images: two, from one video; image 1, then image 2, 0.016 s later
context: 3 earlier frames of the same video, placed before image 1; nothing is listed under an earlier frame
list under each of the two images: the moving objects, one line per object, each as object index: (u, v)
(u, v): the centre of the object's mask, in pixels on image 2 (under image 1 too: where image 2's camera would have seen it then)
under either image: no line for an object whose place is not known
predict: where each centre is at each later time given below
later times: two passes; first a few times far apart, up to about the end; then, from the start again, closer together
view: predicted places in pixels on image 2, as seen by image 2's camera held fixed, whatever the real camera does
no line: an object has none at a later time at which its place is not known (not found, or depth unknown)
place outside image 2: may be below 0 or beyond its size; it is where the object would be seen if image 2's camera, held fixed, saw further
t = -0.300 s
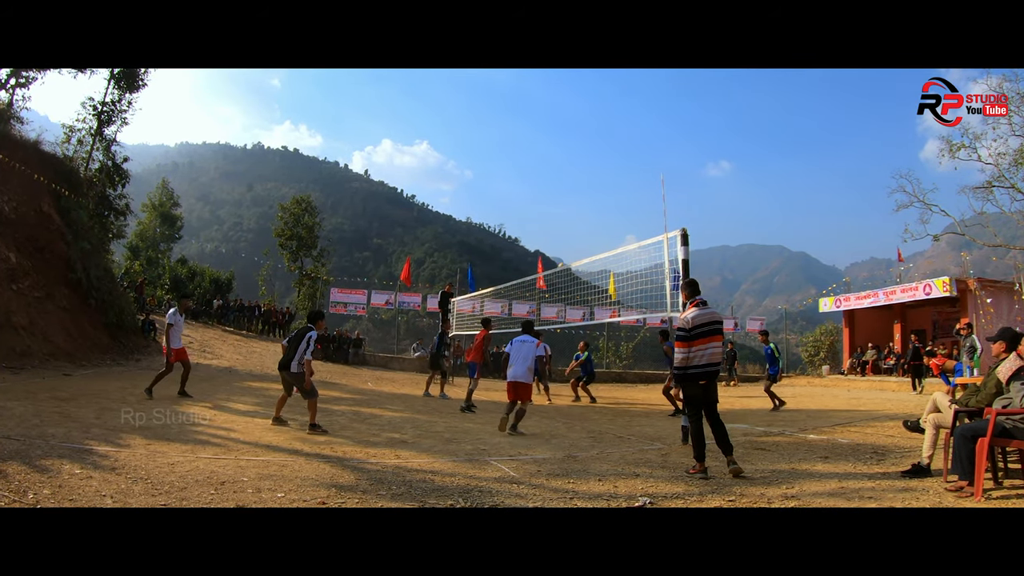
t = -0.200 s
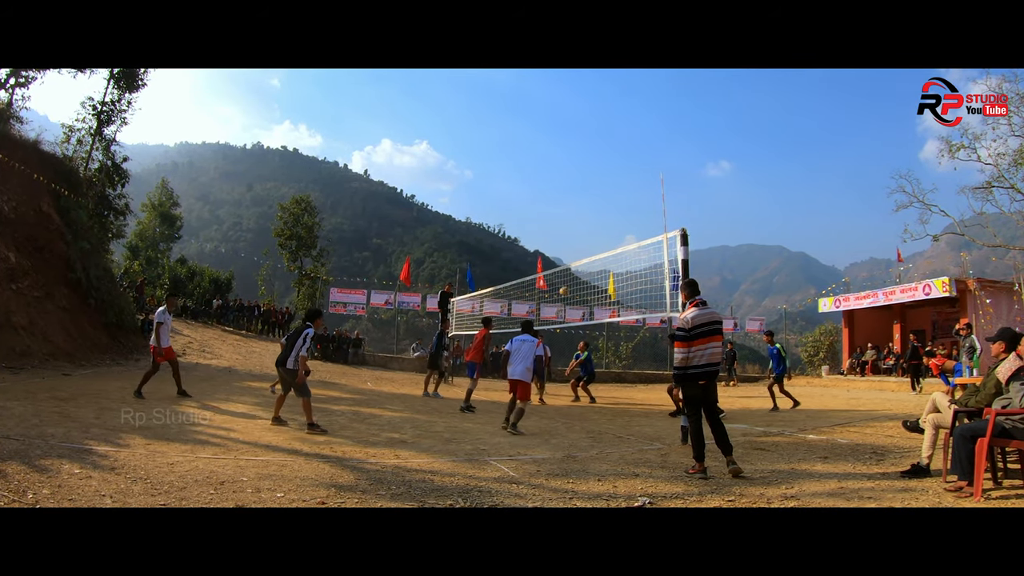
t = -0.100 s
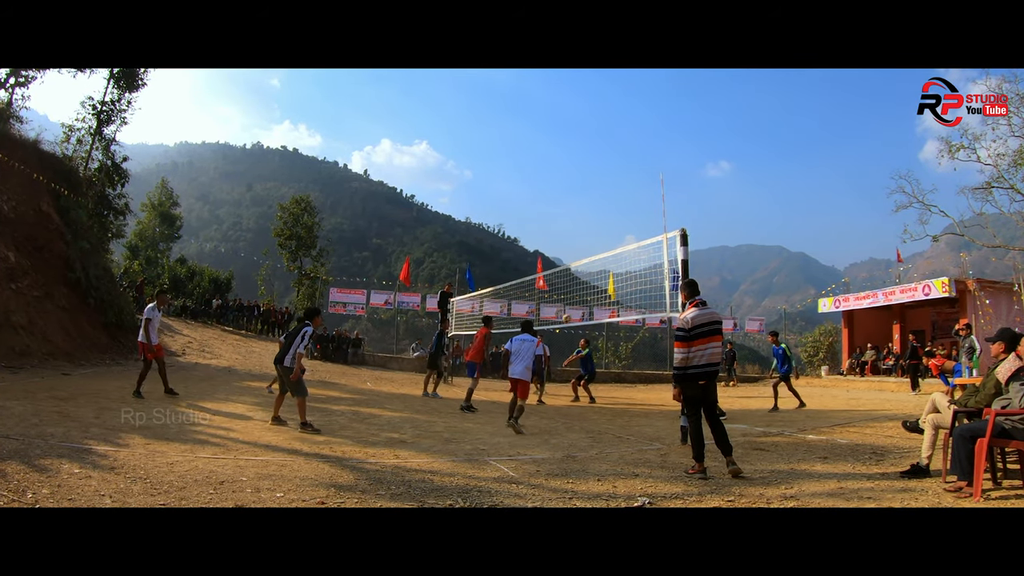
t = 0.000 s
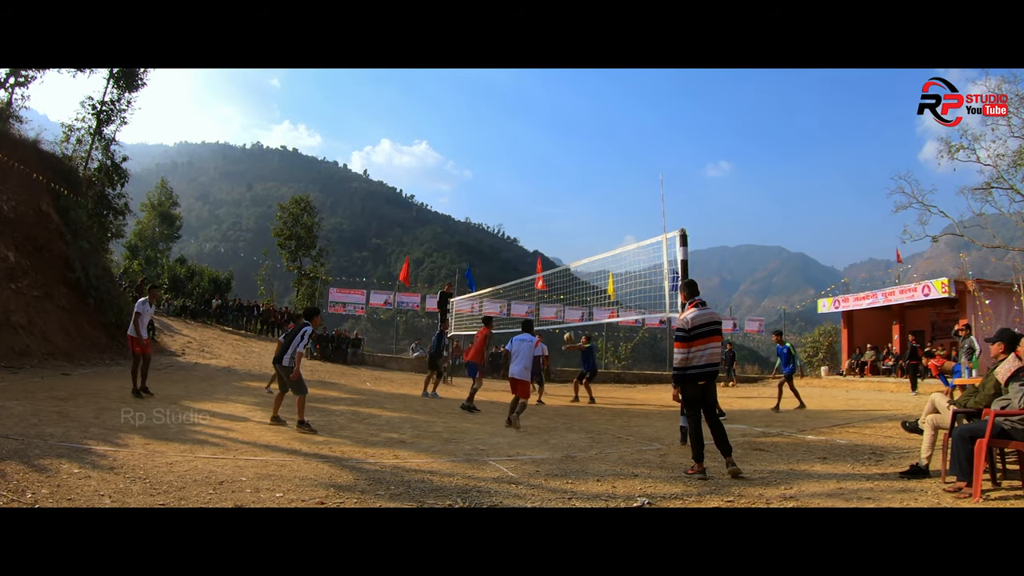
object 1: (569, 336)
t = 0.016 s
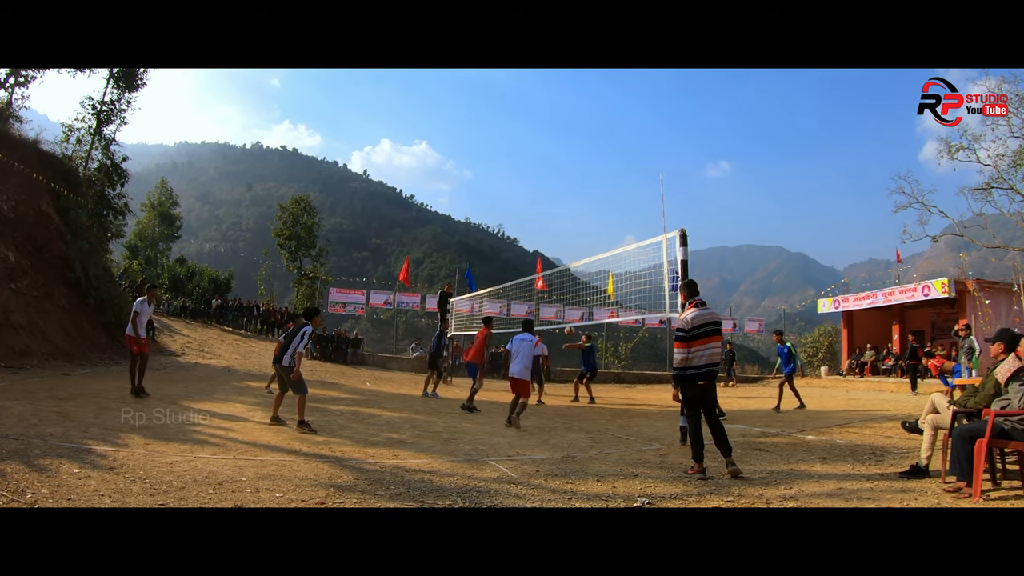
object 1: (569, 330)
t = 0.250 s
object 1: (577, 252)
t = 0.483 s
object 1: (584, 199)
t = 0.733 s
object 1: (591, 169)
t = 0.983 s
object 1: (598, 165)
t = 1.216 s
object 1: (606, 188)
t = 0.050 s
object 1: (570, 318)
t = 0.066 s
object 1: (572, 312)
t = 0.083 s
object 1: (572, 305)
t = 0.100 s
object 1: (572, 299)
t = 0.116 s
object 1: (572, 295)
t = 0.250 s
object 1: (577, 252)
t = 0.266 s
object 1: (578, 248)
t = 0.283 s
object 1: (578, 243)
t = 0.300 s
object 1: (579, 239)
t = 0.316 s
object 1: (579, 235)
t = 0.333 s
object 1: (580, 230)
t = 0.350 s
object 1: (580, 226)
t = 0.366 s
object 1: (581, 223)
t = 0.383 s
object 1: (581, 219)
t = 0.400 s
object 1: (582, 215)
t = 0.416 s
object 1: (582, 212)
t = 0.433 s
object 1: (583, 208)
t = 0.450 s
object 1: (583, 205)
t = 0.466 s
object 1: (583, 202)
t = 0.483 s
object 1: (584, 199)
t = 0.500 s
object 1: (584, 196)
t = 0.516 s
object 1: (585, 193)
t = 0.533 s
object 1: (585, 191)
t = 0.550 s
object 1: (586, 188)
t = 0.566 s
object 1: (586, 186)
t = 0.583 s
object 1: (586, 184)
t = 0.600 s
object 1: (587, 182)
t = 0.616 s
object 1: (587, 180)
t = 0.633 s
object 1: (588, 178)
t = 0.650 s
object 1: (588, 176)
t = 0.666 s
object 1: (589, 174)
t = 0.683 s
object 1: (589, 173)
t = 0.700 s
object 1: (590, 171)
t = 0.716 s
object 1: (590, 170)
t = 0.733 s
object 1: (591, 169)
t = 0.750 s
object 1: (591, 168)
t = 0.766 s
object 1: (592, 167)
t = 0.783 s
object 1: (592, 166)
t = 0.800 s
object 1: (593, 165)
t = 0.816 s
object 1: (593, 165)
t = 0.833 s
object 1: (593, 164)
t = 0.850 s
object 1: (594, 164)
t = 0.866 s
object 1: (594, 163)
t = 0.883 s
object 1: (595, 163)
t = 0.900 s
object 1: (595, 163)
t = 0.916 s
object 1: (596, 163)
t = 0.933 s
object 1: (596, 164)
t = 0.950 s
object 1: (597, 164)
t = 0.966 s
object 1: (597, 165)
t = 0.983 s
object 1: (598, 165)
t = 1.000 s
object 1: (598, 166)
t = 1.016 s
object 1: (599, 167)
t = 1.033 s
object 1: (599, 168)
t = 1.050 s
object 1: (600, 169)
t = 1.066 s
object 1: (600, 170)
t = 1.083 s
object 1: (601, 172)
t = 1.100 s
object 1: (602, 173)
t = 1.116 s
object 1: (602, 175)
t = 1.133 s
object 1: (603, 177)
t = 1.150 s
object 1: (603, 179)
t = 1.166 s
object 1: (604, 181)
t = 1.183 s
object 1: (604, 183)
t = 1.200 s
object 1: (605, 185)
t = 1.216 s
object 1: (606, 188)
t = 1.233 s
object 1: (606, 190)
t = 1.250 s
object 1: (607, 193)
